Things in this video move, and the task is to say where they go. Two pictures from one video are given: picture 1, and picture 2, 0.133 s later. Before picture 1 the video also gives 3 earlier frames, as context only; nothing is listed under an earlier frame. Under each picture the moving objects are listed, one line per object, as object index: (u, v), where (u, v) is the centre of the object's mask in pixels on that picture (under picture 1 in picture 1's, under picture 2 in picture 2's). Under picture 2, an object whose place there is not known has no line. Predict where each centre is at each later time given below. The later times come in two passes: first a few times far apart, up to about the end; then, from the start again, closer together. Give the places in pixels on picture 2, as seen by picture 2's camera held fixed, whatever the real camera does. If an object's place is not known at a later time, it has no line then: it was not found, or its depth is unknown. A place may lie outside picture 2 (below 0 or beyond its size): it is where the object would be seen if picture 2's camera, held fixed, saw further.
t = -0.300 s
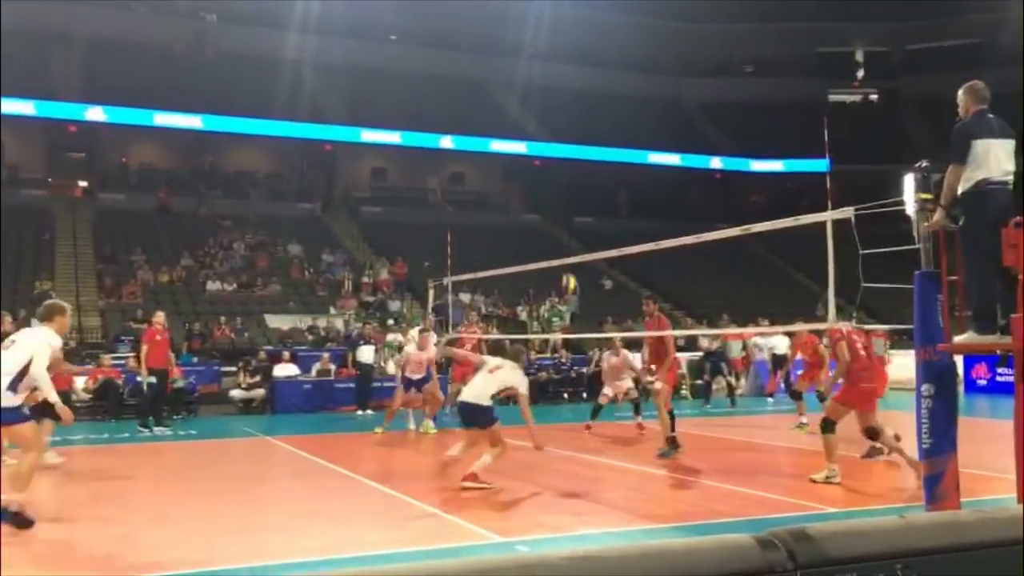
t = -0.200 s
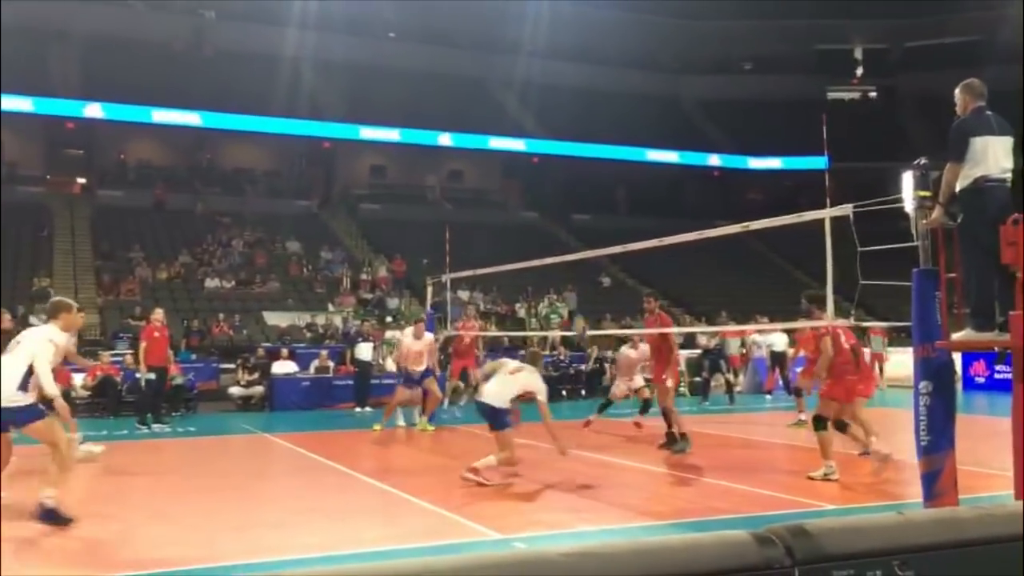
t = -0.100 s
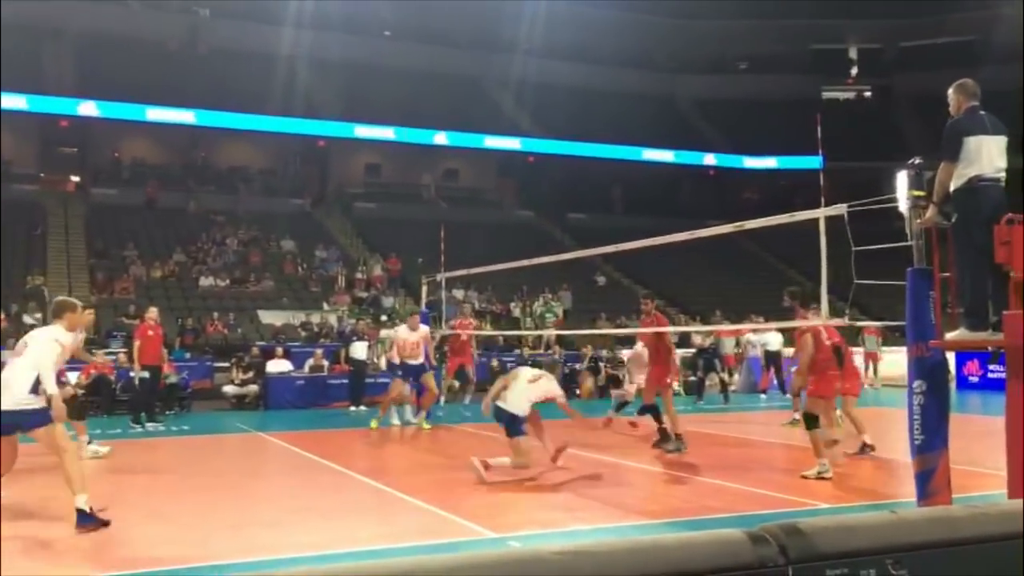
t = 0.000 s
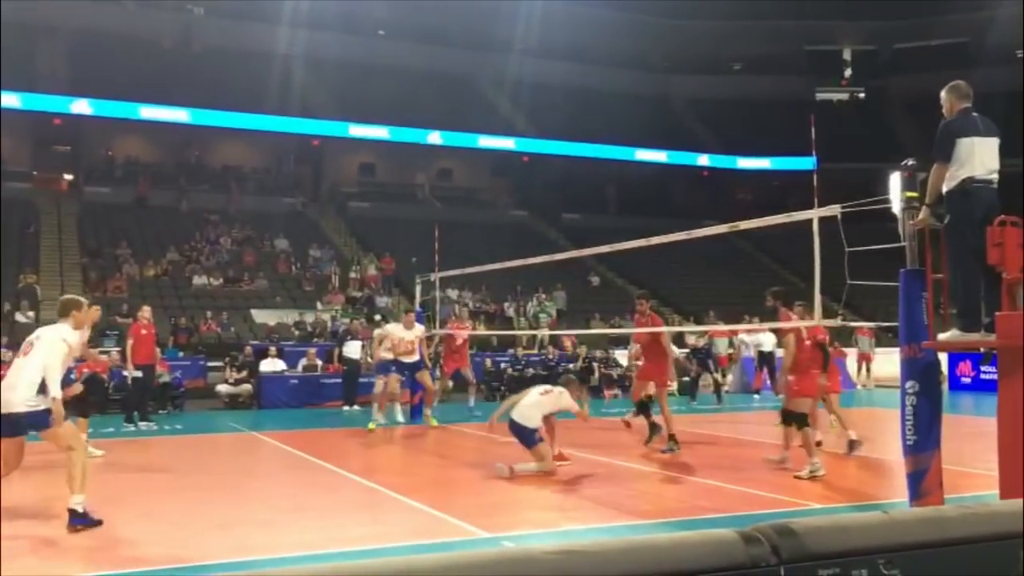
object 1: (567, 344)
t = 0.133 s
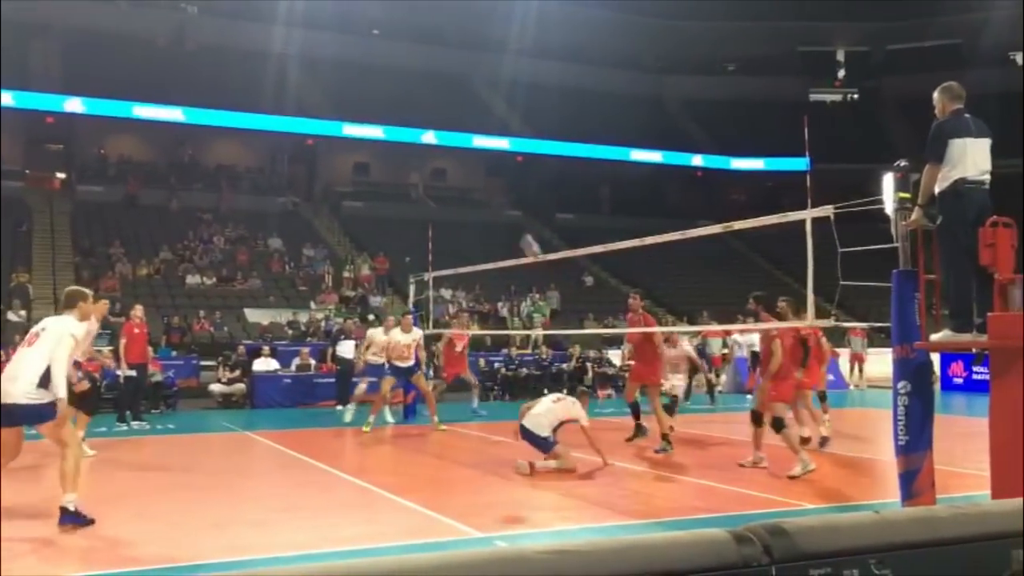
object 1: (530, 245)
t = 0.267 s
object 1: (501, 176)
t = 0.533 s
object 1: (441, 80)
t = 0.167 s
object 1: (523, 227)
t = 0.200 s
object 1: (515, 210)
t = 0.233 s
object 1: (509, 193)
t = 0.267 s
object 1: (501, 176)
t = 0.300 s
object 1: (493, 161)
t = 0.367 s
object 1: (478, 130)
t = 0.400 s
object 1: (470, 119)
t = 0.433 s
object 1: (463, 108)
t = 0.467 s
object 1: (456, 98)
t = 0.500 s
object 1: (448, 89)
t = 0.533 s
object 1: (441, 80)
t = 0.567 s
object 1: (434, 72)
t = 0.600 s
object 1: (426, 65)
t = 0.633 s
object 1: (419, 60)
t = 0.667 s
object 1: (411, 55)
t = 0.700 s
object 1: (404, 52)
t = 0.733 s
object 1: (397, 48)
